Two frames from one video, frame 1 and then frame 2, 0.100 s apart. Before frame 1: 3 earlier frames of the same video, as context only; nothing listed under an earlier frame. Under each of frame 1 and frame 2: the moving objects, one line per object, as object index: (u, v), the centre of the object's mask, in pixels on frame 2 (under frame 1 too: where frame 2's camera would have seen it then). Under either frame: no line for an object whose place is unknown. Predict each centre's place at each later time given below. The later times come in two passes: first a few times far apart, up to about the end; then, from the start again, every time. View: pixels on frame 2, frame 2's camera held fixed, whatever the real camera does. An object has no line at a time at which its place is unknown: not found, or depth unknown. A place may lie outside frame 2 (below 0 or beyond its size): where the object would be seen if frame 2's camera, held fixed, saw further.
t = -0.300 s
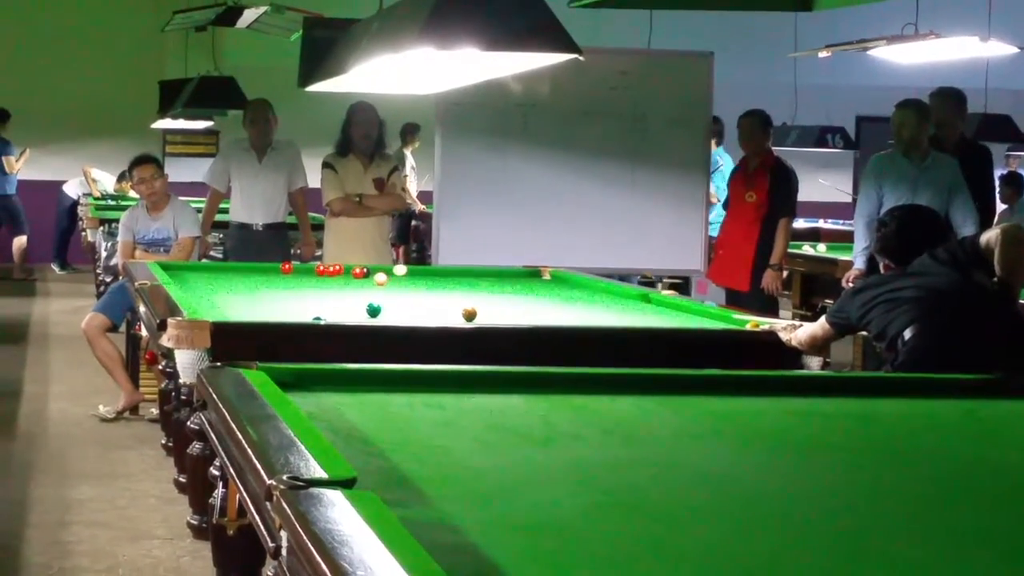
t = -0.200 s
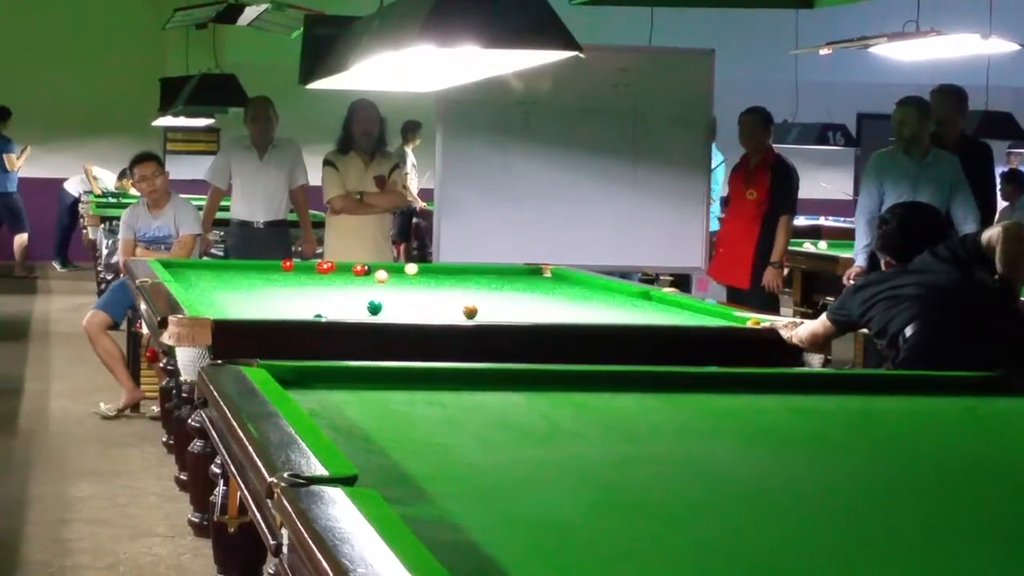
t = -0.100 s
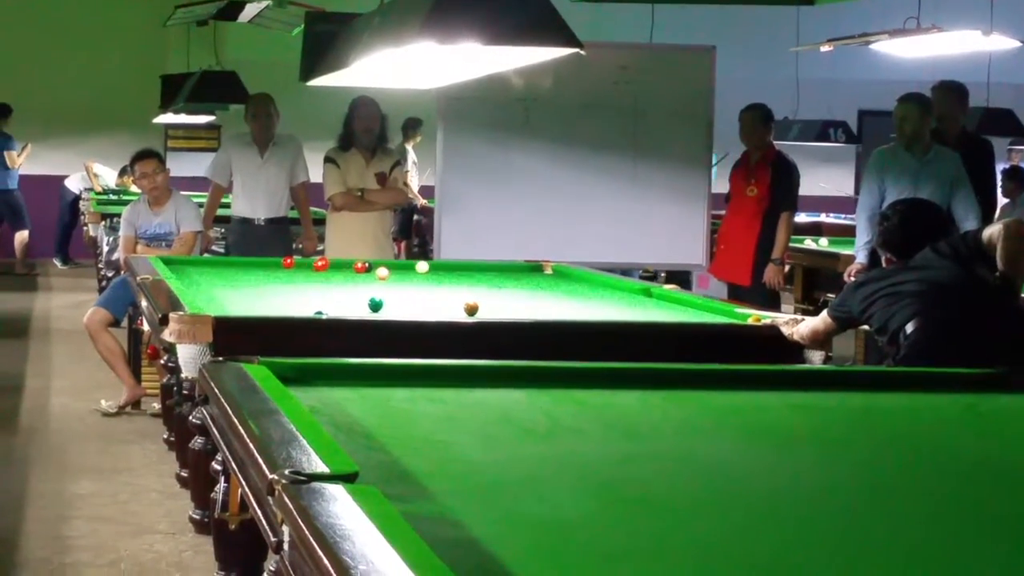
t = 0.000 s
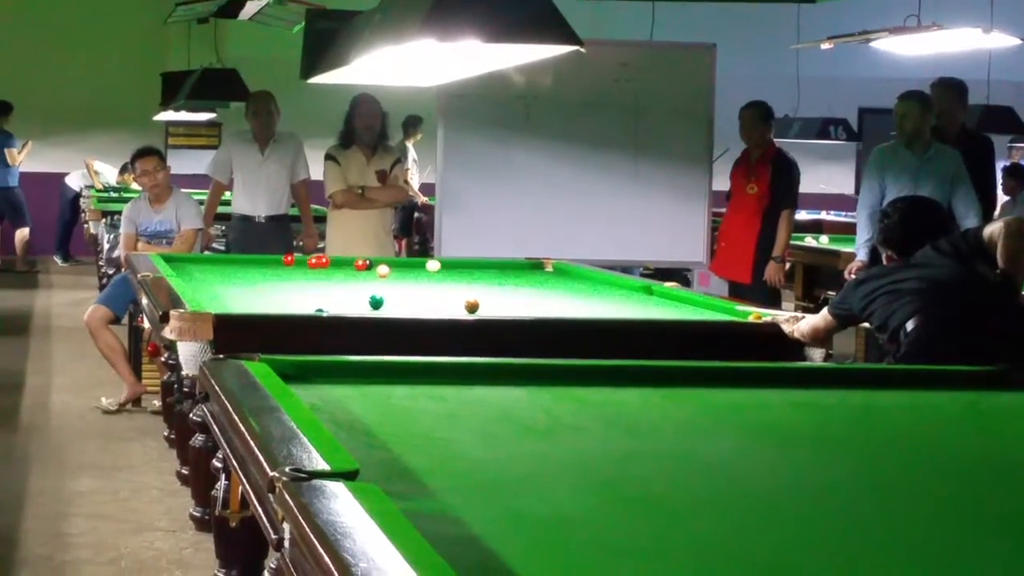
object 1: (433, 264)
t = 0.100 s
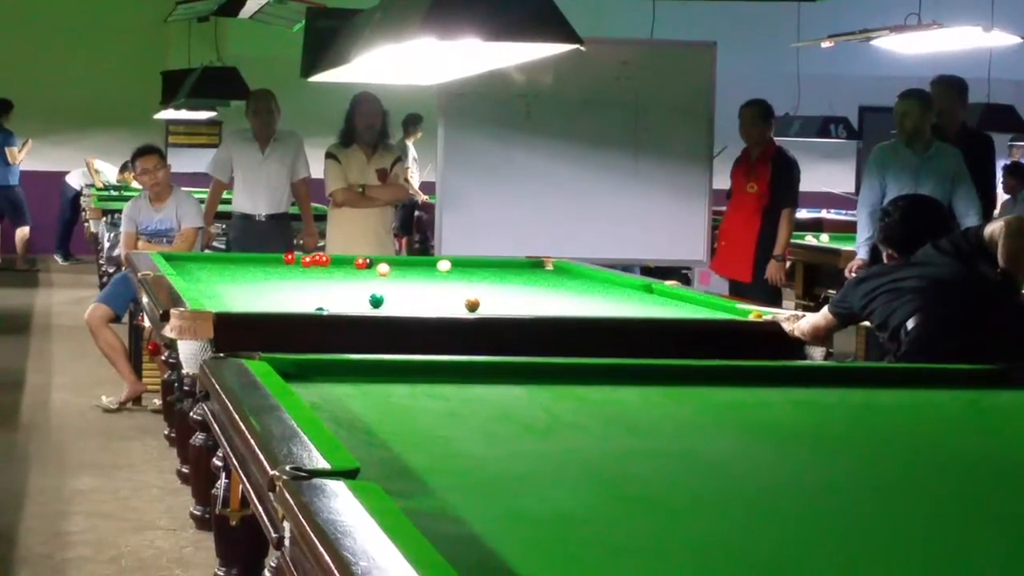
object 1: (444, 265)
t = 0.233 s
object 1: (457, 267)
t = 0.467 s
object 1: (482, 270)
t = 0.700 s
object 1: (507, 273)
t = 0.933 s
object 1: (533, 276)
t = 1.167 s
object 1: (558, 279)
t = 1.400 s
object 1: (585, 282)
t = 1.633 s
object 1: (612, 285)
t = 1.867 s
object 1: (639, 289)
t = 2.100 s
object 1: (662, 292)
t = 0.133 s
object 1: (447, 266)
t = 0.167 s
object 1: (451, 266)
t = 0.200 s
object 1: (454, 267)
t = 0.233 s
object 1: (457, 267)
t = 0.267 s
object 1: (461, 268)
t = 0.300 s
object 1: (464, 268)
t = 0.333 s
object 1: (468, 268)
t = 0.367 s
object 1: (471, 269)
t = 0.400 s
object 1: (475, 269)
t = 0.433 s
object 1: (479, 269)
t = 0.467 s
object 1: (482, 270)
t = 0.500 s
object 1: (486, 271)
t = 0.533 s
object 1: (489, 271)
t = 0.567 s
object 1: (493, 271)
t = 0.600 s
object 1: (497, 272)
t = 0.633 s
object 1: (500, 272)
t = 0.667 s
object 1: (504, 272)
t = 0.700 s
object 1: (507, 273)
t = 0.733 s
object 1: (511, 273)
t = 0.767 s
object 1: (515, 274)
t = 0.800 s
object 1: (518, 275)
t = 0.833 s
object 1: (522, 275)
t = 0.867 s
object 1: (526, 275)
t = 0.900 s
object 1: (529, 276)
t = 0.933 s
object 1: (533, 276)
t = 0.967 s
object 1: (537, 276)
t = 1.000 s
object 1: (540, 277)
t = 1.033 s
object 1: (544, 277)
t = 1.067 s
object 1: (547, 278)
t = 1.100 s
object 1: (551, 278)
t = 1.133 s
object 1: (555, 279)
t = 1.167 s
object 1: (558, 279)
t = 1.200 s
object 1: (562, 279)
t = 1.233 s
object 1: (566, 280)
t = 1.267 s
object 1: (570, 280)
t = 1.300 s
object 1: (573, 281)
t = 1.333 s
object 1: (577, 281)
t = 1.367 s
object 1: (581, 282)
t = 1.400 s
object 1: (585, 282)
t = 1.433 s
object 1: (588, 282)
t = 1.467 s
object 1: (592, 282)
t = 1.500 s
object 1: (596, 283)
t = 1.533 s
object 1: (600, 283)
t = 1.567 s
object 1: (604, 284)
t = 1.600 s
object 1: (607, 285)
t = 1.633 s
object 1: (612, 285)
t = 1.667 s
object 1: (616, 285)
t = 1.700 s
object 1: (619, 286)
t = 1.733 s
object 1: (624, 287)
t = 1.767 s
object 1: (627, 287)
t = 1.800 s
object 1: (631, 287)
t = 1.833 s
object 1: (635, 288)
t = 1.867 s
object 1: (639, 289)
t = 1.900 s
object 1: (642, 289)
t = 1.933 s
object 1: (646, 290)
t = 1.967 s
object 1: (650, 290)
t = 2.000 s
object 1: (653, 290)
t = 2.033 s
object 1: (657, 291)
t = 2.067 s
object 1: (661, 291)
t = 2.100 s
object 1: (662, 292)
